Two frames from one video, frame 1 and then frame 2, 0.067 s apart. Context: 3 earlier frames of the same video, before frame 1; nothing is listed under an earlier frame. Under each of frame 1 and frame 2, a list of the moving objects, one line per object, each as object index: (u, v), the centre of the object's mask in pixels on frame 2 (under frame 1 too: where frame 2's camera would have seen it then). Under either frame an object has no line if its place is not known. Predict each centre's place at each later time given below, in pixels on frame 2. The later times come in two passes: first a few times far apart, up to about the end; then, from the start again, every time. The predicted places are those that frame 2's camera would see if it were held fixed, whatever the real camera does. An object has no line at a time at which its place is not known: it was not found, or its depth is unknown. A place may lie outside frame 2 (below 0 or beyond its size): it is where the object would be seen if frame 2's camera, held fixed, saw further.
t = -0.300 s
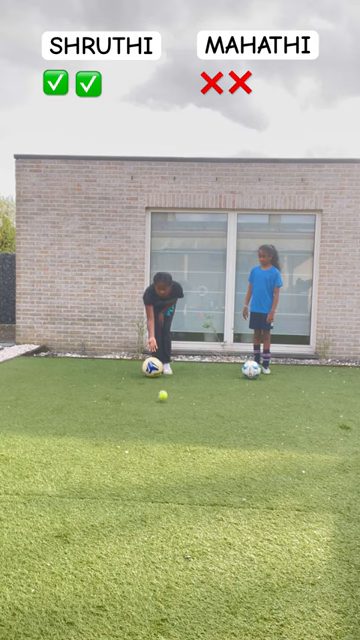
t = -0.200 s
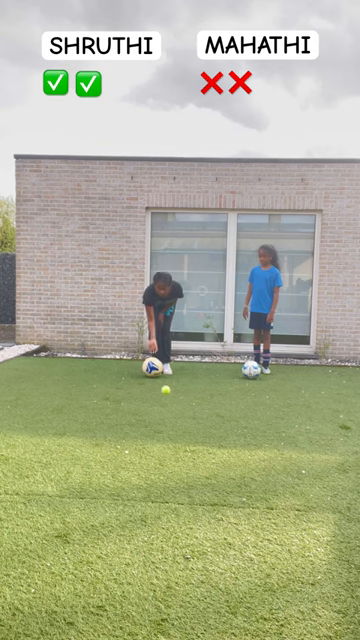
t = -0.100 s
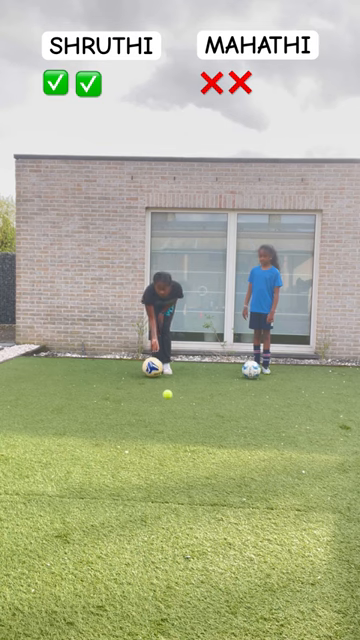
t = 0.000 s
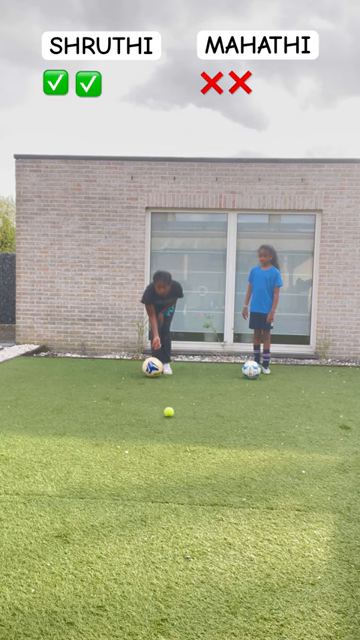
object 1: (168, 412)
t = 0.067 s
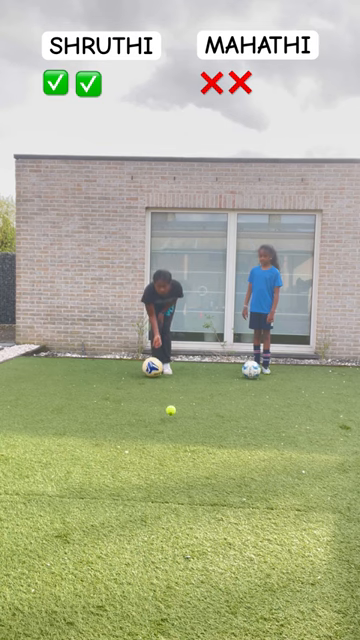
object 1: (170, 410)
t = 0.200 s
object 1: (174, 419)
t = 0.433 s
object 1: (181, 436)
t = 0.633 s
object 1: (185, 449)
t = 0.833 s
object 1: (189, 461)
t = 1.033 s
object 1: (192, 471)
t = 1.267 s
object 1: (198, 485)
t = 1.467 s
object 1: (205, 493)
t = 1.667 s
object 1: (210, 499)
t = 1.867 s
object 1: (211, 503)
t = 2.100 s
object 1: (211, 503)
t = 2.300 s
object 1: (211, 503)
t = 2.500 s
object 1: (211, 503)
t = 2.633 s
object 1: (211, 503)
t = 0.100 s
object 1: (171, 410)
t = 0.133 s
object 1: (172, 411)
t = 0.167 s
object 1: (173, 414)
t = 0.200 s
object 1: (174, 419)
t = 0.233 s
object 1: (175, 425)
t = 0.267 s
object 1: (176, 425)
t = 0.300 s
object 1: (177, 425)
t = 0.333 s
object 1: (178, 427)
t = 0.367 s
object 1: (179, 432)
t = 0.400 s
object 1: (180, 434)
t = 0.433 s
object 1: (181, 436)
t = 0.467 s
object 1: (182, 440)
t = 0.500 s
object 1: (183, 441)
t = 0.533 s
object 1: (183, 443)
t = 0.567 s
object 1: (184, 445)
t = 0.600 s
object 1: (185, 447)
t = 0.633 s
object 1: (185, 449)
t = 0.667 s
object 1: (186, 451)
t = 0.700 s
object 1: (187, 453)
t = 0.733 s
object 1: (187, 455)
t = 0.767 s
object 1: (188, 457)
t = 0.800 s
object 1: (188, 459)
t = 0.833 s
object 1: (189, 461)
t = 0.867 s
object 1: (189, 463)
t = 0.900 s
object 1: (190, 464)
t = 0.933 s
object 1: (190, 466)
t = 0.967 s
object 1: (191, 468)
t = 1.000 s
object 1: (191, 470)
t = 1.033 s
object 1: (192, 471)
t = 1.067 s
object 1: (192, 473)
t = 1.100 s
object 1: (193, 477)
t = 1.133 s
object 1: (194, 478)
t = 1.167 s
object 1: (194, 480)
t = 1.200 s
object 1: (196, 482)
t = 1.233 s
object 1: (197, 483)
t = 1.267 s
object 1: (198, 485)
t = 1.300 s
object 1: (199, 487)
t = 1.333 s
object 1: (200, 488)
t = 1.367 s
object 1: (201, 489)
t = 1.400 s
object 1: (202, 490)
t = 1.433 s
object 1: (204, 492)
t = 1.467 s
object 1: (205, 493)
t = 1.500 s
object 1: (207, 494)
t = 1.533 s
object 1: (208, 495)
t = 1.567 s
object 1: (209, 496)
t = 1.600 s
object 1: (210, 497)
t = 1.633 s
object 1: (210, 498)
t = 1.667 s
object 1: (210, 499)
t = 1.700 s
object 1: (211, 500)
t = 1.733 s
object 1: (211, 501)
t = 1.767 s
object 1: (211, 502)
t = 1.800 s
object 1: (211, 503)
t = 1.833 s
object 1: (211, 503)
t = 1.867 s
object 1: (211, 503)
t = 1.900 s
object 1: (211, 503)
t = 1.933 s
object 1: (211, 504)
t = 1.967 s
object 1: (211, 504)
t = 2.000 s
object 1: (211, 504)
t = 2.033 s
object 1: (211, 504)
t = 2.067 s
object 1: (211, 504)
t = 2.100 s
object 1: (211, 503)
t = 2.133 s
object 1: (211, 504)
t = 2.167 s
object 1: (211, 503)
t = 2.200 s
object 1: (211, 503)
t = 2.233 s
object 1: (211, 503)
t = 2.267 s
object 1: (211, 503)
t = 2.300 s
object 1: (211, 503)
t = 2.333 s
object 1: (211, 503)
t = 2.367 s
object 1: (211, 503)
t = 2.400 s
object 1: (211, 503)
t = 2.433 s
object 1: (211, 503)
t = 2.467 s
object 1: (211, 503)
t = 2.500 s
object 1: (211, 503)
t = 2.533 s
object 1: (211, 503)
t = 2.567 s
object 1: (211, 503)
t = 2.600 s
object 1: (211, 503)
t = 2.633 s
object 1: (211, 503)
